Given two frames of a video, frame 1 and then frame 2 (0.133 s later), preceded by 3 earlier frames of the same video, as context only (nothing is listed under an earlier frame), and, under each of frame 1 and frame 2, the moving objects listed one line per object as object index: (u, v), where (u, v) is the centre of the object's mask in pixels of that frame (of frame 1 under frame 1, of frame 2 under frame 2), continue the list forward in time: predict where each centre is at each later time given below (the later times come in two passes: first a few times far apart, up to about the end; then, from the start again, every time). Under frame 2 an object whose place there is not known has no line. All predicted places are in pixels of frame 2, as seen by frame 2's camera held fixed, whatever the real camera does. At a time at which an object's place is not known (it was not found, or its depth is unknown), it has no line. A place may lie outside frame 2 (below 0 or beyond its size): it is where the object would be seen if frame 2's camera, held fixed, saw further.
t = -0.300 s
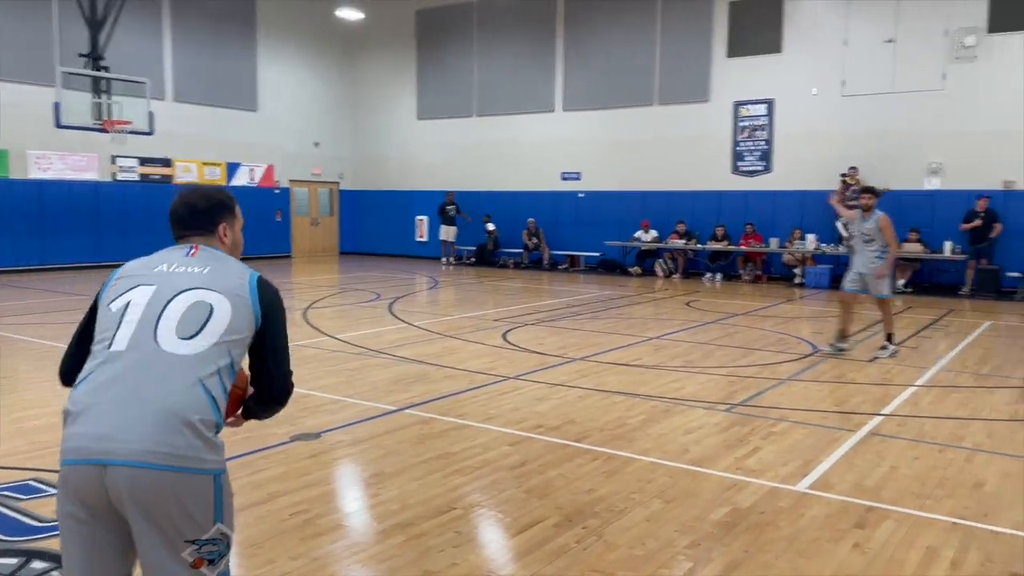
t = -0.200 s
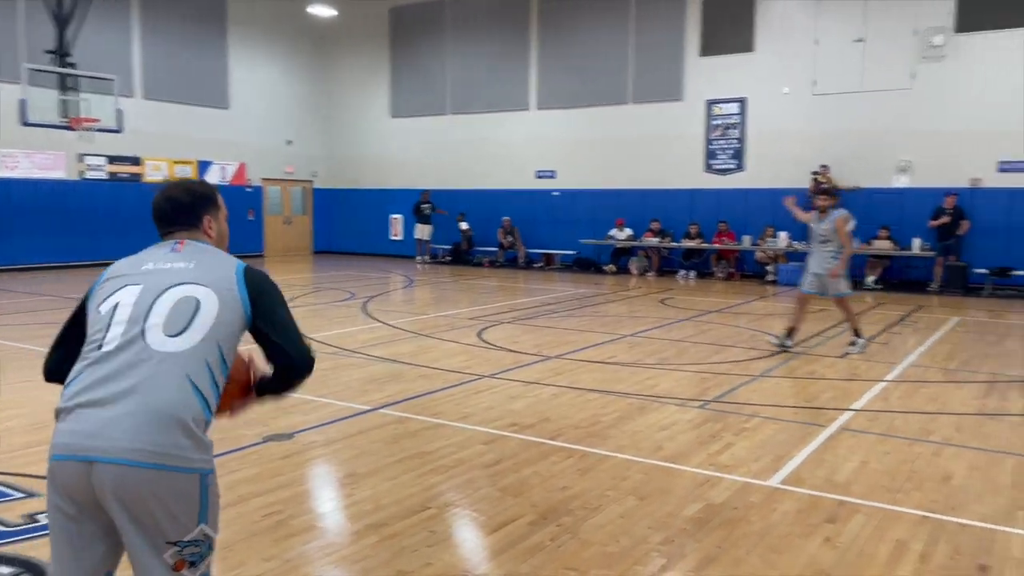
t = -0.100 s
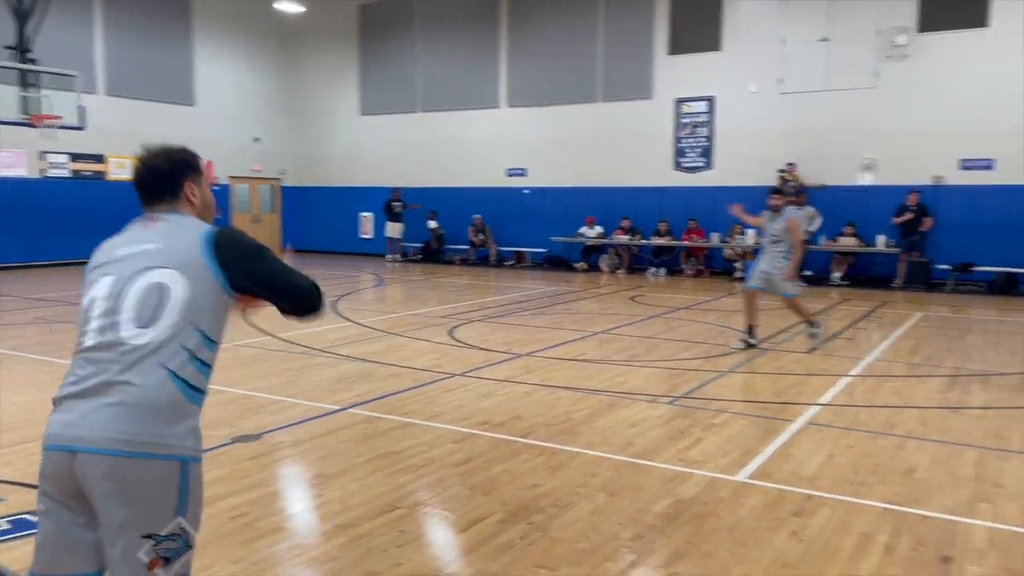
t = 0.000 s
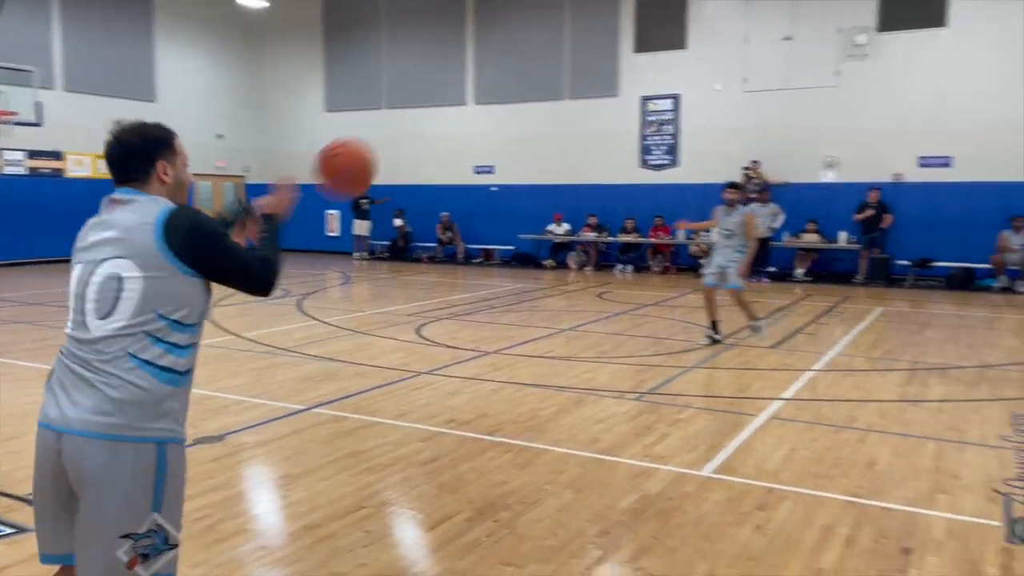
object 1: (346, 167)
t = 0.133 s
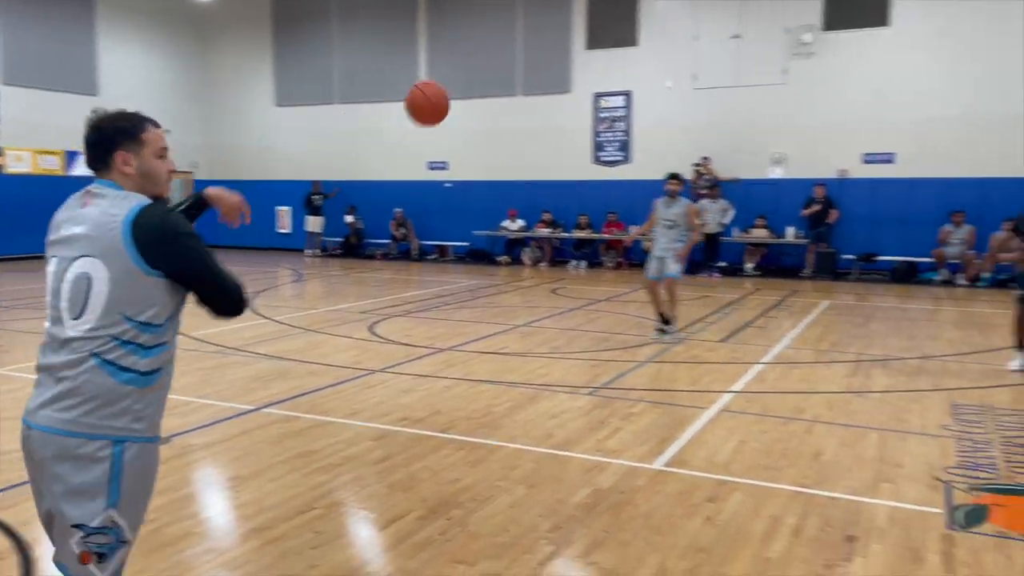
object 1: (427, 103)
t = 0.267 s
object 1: (505, 91)
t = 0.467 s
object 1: (577, 117)
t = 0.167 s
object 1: (451, 97)
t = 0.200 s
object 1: (470, 93)
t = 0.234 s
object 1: (489, 91)
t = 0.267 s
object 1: (505, 91)
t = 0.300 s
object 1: (520, 93)
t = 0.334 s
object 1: (534, 95)
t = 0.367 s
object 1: (546, 99)
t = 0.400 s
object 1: (557, 105)
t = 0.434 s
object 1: (568, 110)
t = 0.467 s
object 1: (577, 117)
